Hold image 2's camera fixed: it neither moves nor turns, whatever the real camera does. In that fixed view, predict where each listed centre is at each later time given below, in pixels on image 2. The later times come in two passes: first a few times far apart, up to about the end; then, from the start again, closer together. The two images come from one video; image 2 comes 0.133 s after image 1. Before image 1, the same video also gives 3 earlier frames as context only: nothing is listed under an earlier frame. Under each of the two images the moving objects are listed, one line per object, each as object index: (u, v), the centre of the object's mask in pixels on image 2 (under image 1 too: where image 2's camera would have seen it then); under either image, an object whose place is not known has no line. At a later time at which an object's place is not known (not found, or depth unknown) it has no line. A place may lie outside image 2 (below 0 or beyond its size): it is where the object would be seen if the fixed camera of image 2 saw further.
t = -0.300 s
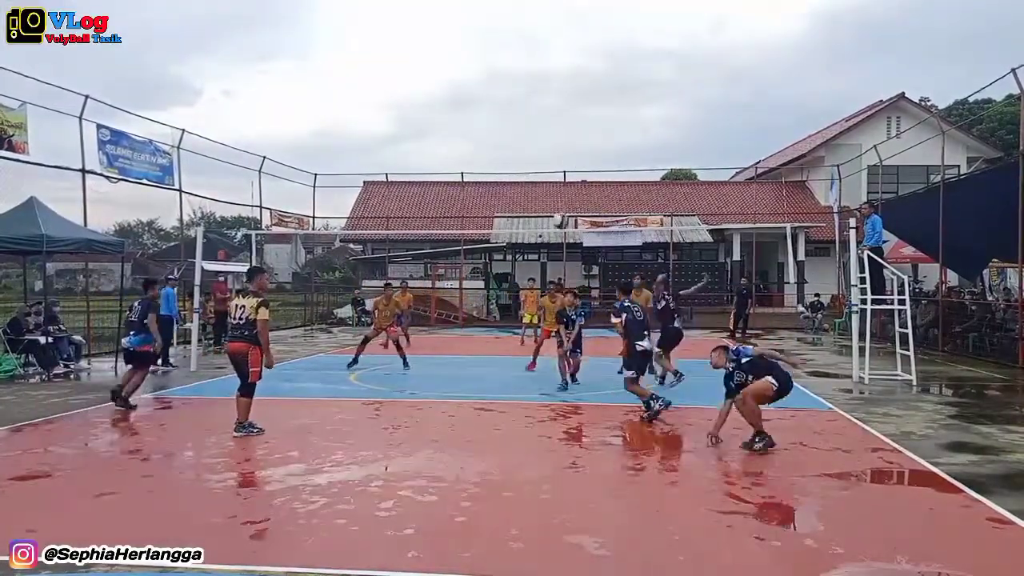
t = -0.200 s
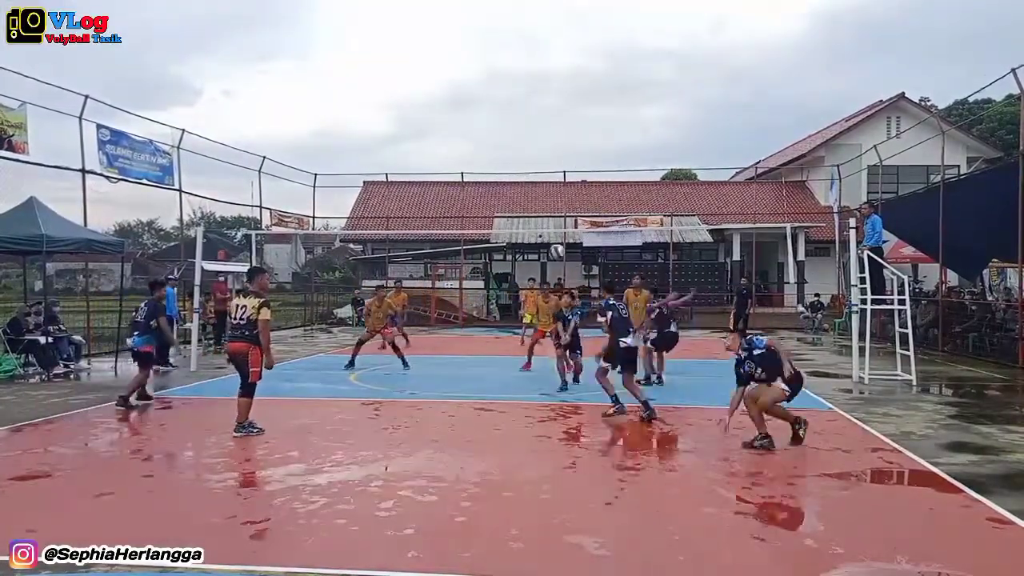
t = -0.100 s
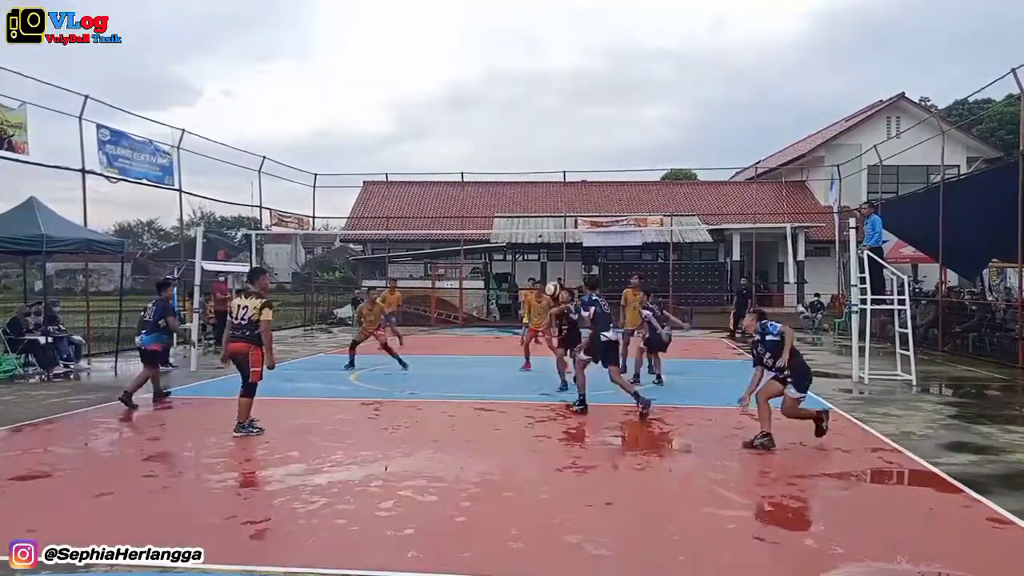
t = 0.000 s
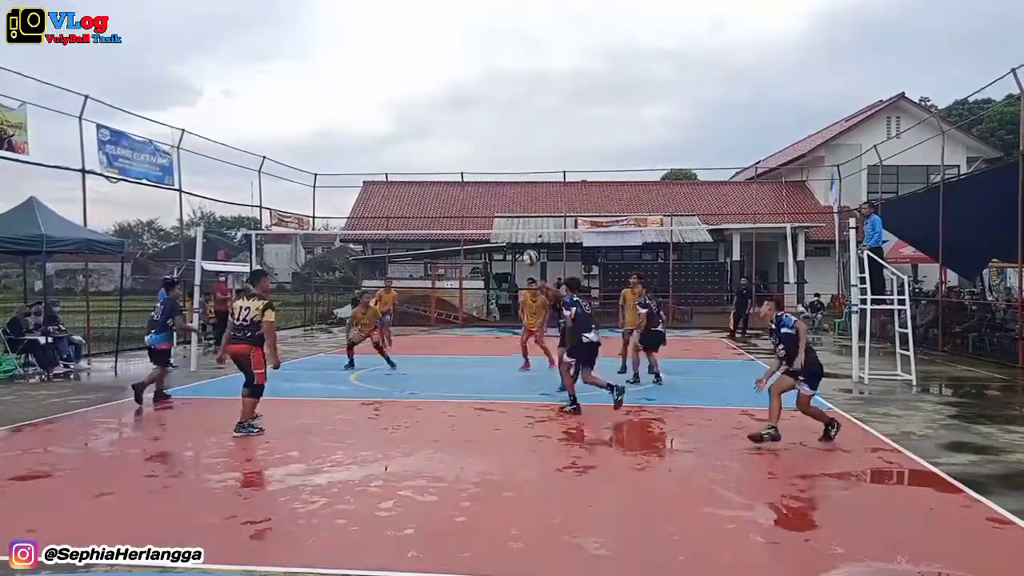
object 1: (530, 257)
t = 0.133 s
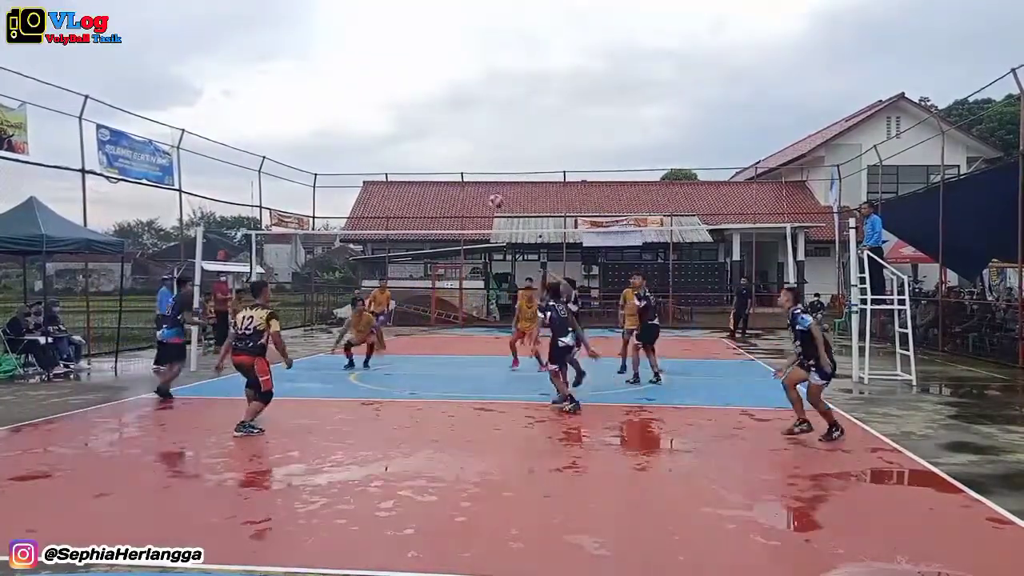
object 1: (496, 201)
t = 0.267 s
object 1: (462, 161)
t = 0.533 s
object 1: (399, 119)
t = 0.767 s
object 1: (350, 125)
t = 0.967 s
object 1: (316, 151)
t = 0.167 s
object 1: (487, 189)
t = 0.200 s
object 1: (479, 178)
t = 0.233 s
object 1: (470, 170)
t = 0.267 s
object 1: (462, 161)
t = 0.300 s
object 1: (454, 153)
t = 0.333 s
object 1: (446, 146)
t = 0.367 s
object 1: (438, 139)
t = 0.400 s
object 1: (430, 134)
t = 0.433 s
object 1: (422, 129)
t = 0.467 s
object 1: (415, 125)
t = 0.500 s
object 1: (407, 122)
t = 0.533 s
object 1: (399, 119)
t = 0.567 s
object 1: (392, 118)
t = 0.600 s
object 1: (385, 117)
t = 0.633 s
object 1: (378, 117)
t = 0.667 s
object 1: (371, 118)
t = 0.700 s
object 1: (364, 120)
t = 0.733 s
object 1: (357, 122)
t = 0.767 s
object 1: (350, 125)
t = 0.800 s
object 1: (343, 129)
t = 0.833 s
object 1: (336, 133)
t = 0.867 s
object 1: (330, 138)
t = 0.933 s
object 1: (323, 145)
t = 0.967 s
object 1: (316, 151)
